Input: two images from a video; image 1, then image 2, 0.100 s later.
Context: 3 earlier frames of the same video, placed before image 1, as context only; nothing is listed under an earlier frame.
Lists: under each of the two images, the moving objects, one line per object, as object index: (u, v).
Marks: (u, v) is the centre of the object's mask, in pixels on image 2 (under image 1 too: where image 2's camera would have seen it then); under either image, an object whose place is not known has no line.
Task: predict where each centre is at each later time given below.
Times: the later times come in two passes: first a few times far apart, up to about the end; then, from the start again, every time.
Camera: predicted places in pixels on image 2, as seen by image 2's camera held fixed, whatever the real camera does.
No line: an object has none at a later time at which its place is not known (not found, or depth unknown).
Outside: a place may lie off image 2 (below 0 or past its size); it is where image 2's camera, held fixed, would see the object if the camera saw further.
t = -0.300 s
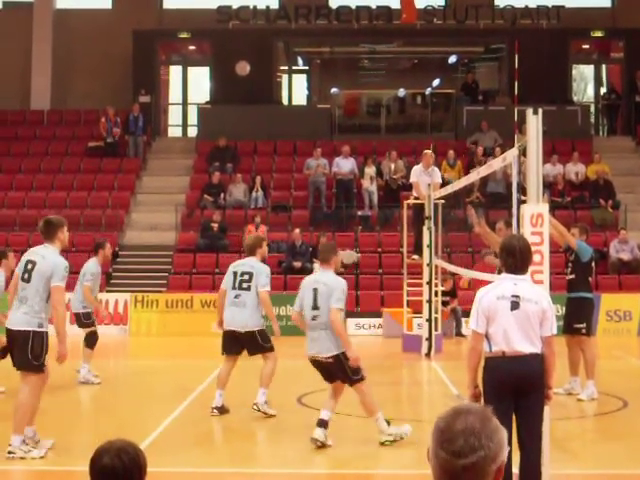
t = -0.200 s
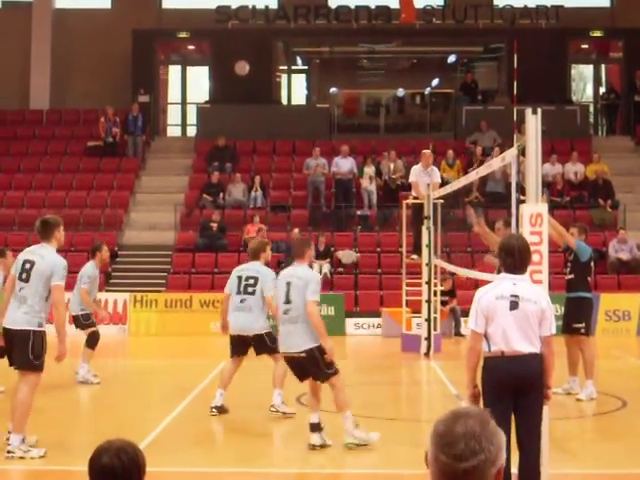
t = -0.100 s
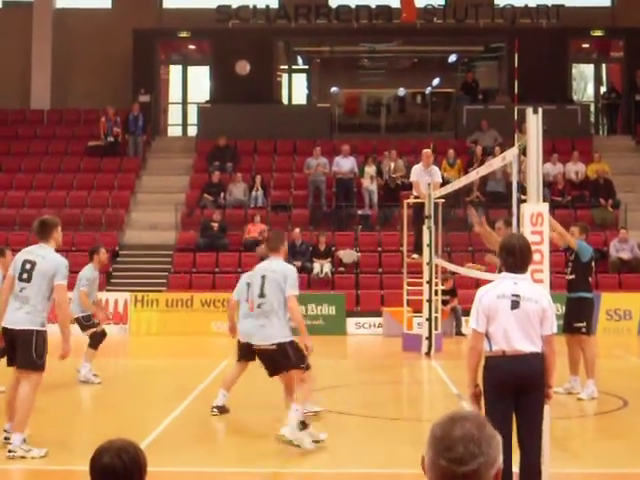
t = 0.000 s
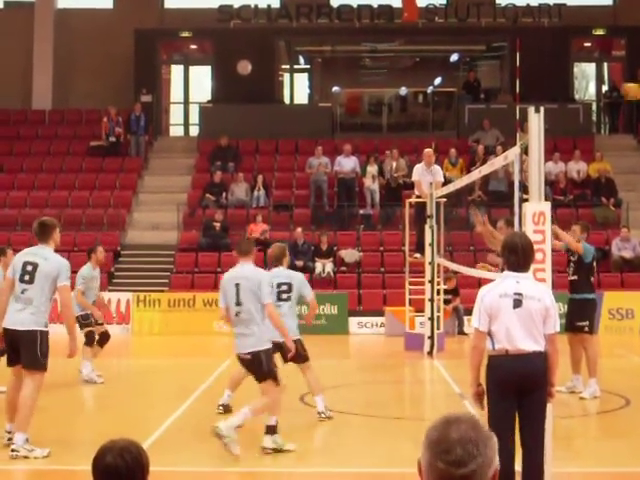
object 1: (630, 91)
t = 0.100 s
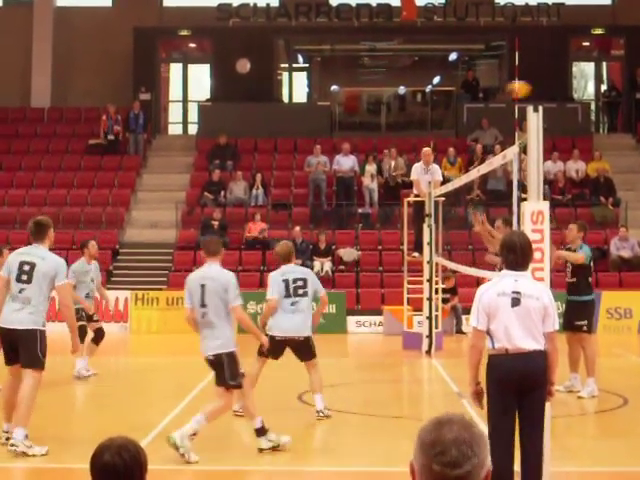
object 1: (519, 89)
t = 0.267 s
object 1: (328, 104)
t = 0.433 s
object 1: (131, 140)
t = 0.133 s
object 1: (481, 91)
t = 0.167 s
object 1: (443, 93)
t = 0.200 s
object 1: (405, 97)
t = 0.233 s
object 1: (366, 98)
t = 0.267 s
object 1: (328, 104)
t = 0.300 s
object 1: (288, 109)
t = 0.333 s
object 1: (249, 116)
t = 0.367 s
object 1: (212, 123)
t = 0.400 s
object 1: (168, 131)
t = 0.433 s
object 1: (131, 140)
